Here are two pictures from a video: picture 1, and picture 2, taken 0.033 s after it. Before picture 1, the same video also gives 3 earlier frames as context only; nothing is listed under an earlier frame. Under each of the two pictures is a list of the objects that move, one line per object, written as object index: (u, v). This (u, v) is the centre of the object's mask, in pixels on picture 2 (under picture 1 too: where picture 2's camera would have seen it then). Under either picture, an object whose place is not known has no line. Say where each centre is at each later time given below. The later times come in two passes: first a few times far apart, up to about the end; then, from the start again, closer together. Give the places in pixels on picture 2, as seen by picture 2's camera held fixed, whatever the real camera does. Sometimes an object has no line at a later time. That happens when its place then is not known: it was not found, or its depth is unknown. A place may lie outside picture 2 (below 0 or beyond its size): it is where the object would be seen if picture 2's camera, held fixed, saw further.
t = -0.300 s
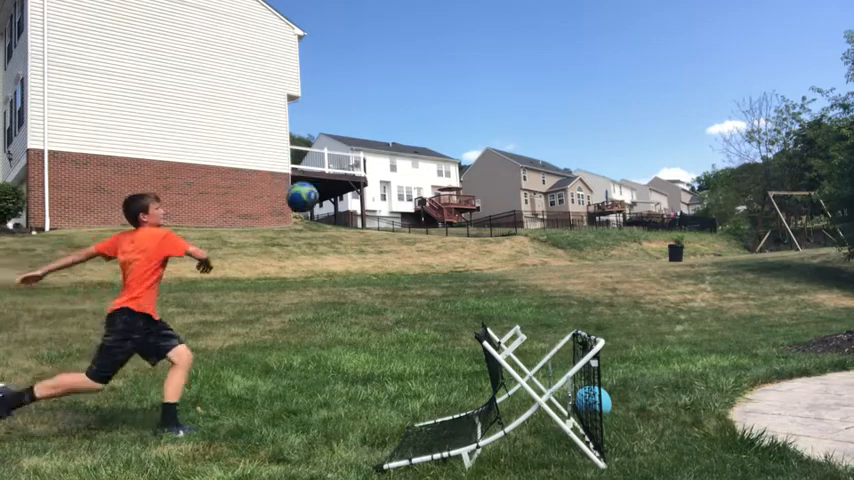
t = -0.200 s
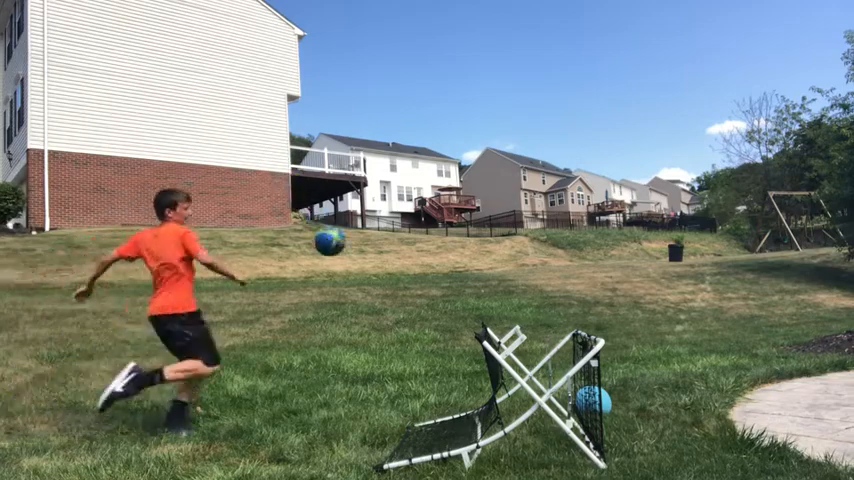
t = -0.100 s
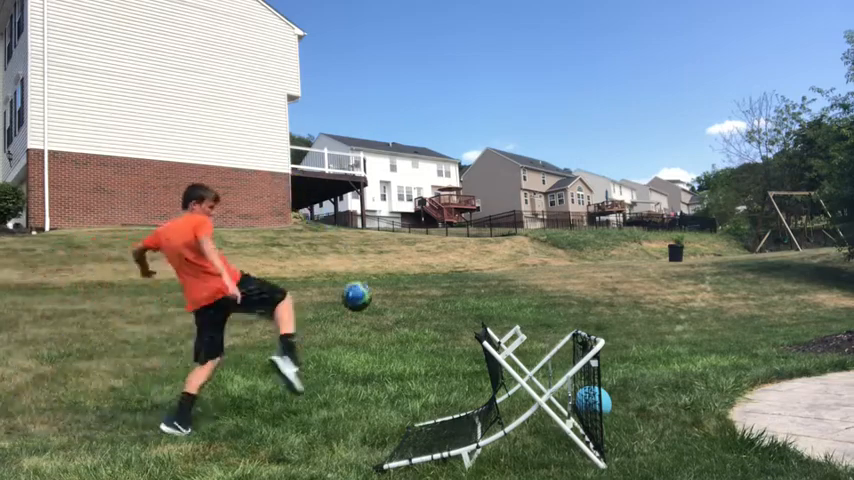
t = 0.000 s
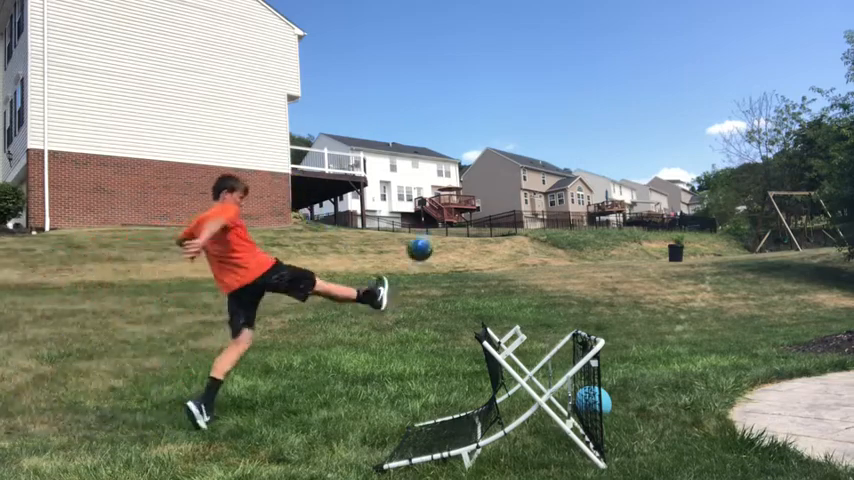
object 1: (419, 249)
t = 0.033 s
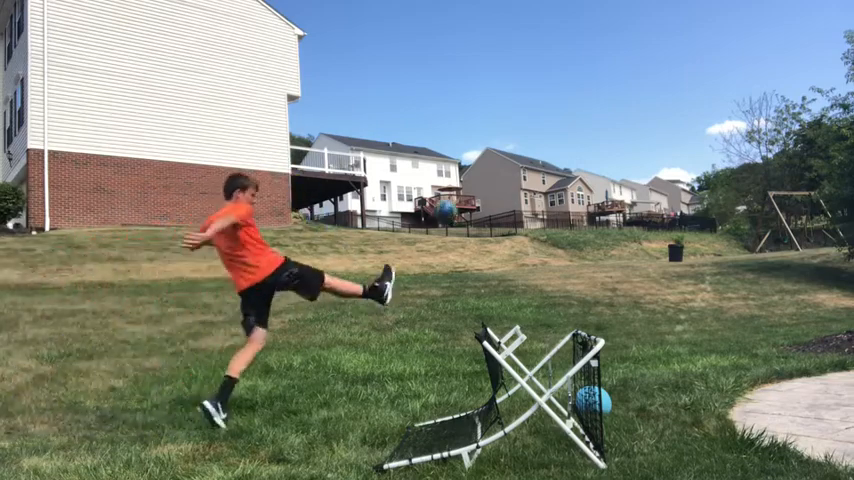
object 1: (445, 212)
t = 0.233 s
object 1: (546, 97)
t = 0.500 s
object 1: (621, 61)
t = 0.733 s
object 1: (665, 73)
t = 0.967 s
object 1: (700, 103)
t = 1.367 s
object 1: (745, 180)
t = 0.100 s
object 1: (485, 158)
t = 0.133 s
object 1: (503, 138)
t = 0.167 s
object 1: (519, 122)
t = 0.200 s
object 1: (533, 108)
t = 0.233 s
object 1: (546, 97)
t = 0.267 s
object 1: (557, 87)
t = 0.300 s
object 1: (568, 80)
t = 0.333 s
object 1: (579, 73)
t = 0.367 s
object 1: (588, 69)
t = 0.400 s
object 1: (597, 65)
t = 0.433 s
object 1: (606, 63)
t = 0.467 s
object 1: (614, 62)
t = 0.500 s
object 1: (621, 61)
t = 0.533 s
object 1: (628, 61)
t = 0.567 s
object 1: (635, 62)
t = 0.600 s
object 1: (642, 63)
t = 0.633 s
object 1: (648, 65)
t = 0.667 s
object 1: (654, 67)
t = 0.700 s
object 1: (660, 69)
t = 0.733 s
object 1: (665, 73)
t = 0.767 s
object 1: (671, 76)
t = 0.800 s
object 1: (676, 80)
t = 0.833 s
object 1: (681, 84)
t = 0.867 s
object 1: (686, 89)
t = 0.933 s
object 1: (695, 98)
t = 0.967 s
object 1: (700, 103)
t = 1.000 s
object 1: (704, 109)
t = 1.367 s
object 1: (745, 180)
